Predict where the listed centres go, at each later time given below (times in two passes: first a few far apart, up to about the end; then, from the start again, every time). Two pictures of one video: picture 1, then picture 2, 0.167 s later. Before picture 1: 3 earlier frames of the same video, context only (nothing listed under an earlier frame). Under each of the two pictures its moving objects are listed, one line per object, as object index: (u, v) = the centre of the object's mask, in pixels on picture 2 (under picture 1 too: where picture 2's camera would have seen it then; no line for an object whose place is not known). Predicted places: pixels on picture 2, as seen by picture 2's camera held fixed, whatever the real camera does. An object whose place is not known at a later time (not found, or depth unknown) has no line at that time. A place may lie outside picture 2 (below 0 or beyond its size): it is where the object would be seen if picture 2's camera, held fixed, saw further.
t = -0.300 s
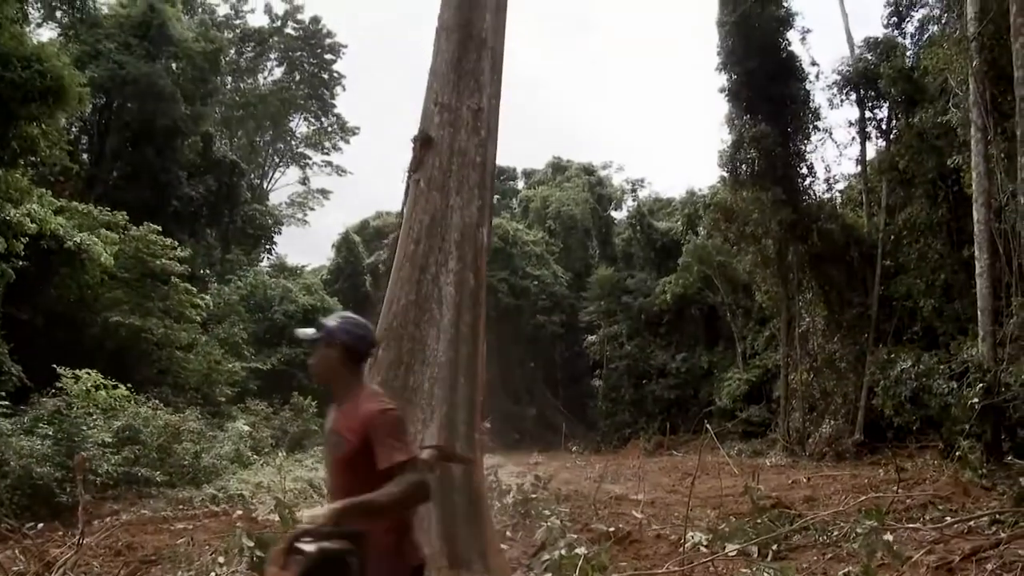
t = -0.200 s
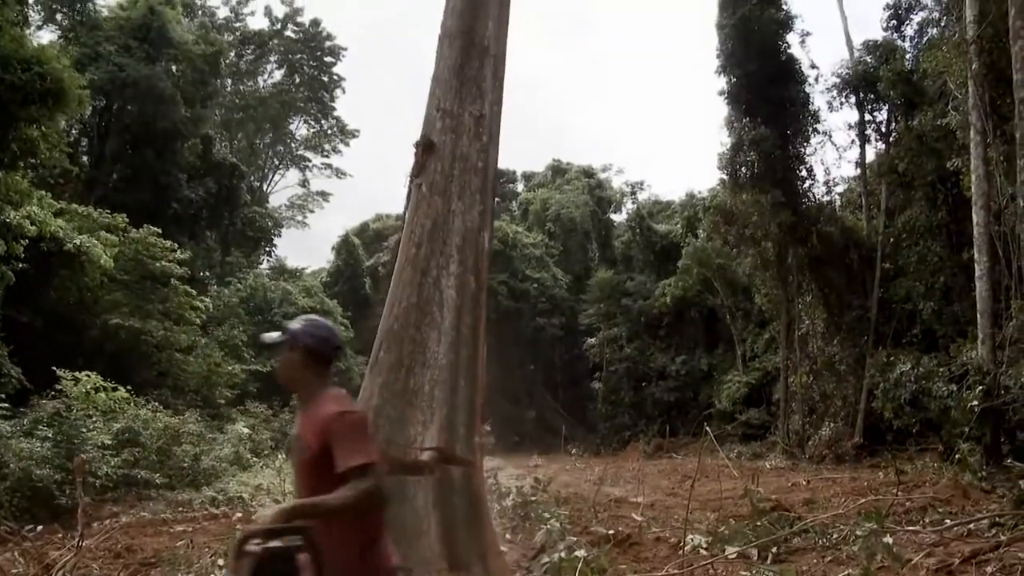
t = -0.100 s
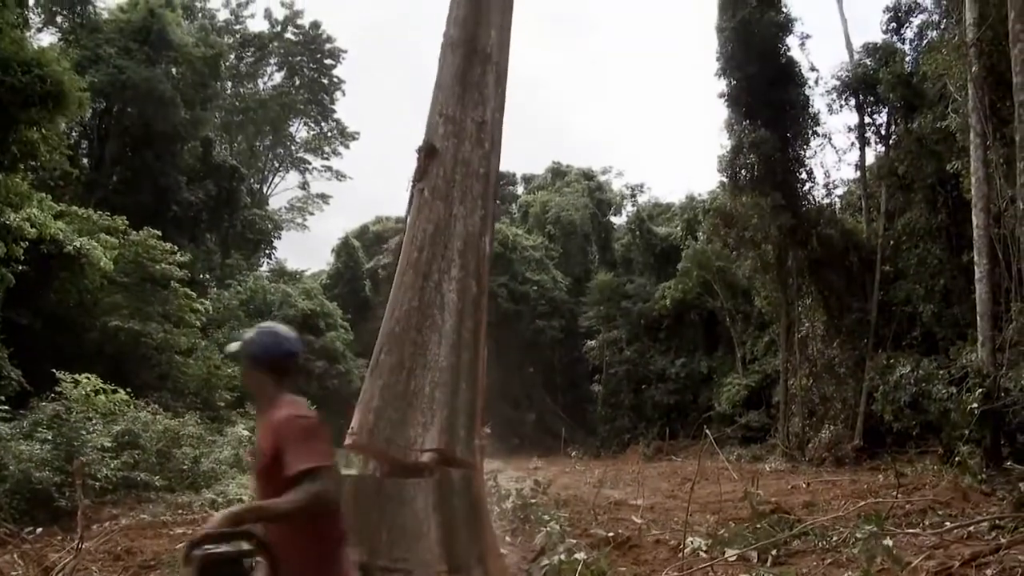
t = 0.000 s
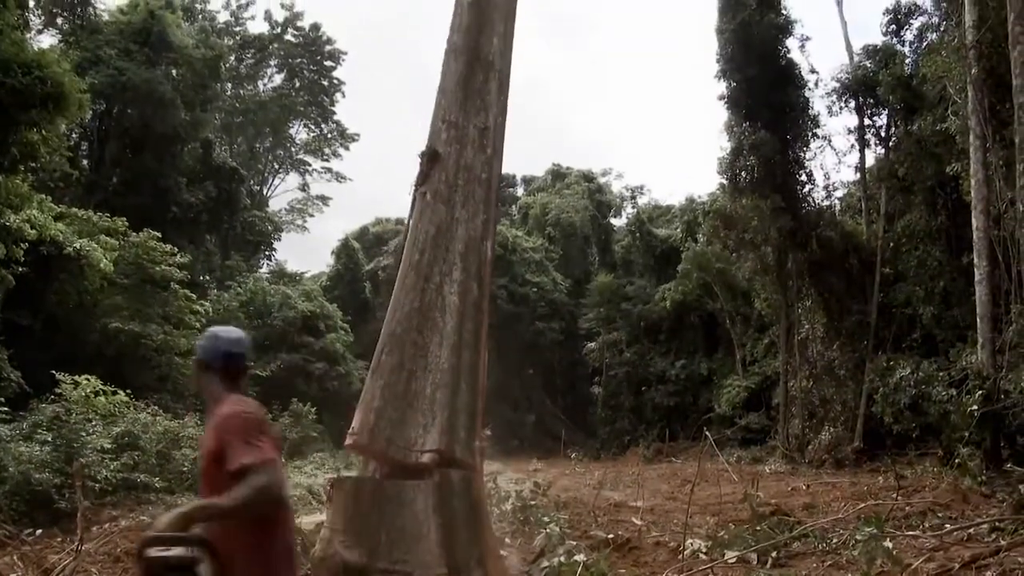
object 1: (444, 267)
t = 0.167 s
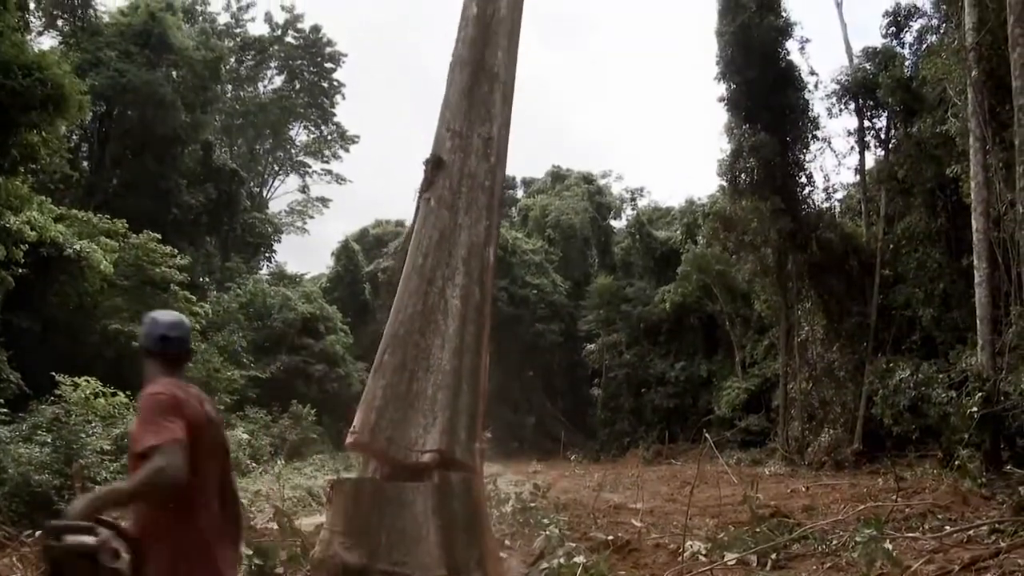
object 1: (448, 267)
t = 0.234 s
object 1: (449, 267)
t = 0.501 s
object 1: (456, 269)
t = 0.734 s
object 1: (461, 270)
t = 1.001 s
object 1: (470, 276)
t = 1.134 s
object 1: (474, 281)
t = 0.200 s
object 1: (449, 267)
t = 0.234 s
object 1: (449, 267)
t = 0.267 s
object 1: (450, 267)
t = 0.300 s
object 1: (451, 268)
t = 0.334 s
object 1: (451, 268)
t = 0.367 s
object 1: (452, 268)
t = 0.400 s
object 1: (453, 268)
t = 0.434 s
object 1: (454, 268)
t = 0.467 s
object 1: (455, 268)
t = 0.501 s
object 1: (456, 269)
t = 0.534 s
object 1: (456, 270)
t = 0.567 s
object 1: (457, 269)
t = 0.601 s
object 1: (458, 269)
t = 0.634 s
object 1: (458, 269)
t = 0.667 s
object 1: (459, 270)
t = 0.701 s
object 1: (460, 270)
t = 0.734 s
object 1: (461, 270)
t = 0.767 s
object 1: (462, 269)
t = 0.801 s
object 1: (463, 271)
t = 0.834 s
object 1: (464, 271)
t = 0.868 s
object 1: (466, 272)
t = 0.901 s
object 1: (467, 272)
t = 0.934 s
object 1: (468, 273)
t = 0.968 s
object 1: (469, 276)
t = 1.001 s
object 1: (470, 276)
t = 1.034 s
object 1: (471, 278)
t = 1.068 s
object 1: (472, 279)
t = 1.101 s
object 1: (472, 280)
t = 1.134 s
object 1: (474, 281)
